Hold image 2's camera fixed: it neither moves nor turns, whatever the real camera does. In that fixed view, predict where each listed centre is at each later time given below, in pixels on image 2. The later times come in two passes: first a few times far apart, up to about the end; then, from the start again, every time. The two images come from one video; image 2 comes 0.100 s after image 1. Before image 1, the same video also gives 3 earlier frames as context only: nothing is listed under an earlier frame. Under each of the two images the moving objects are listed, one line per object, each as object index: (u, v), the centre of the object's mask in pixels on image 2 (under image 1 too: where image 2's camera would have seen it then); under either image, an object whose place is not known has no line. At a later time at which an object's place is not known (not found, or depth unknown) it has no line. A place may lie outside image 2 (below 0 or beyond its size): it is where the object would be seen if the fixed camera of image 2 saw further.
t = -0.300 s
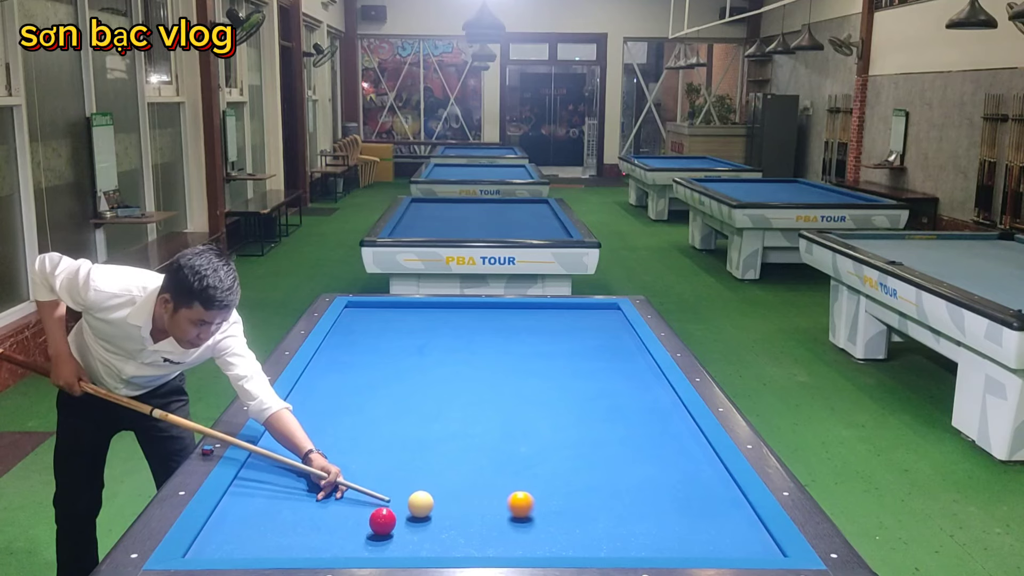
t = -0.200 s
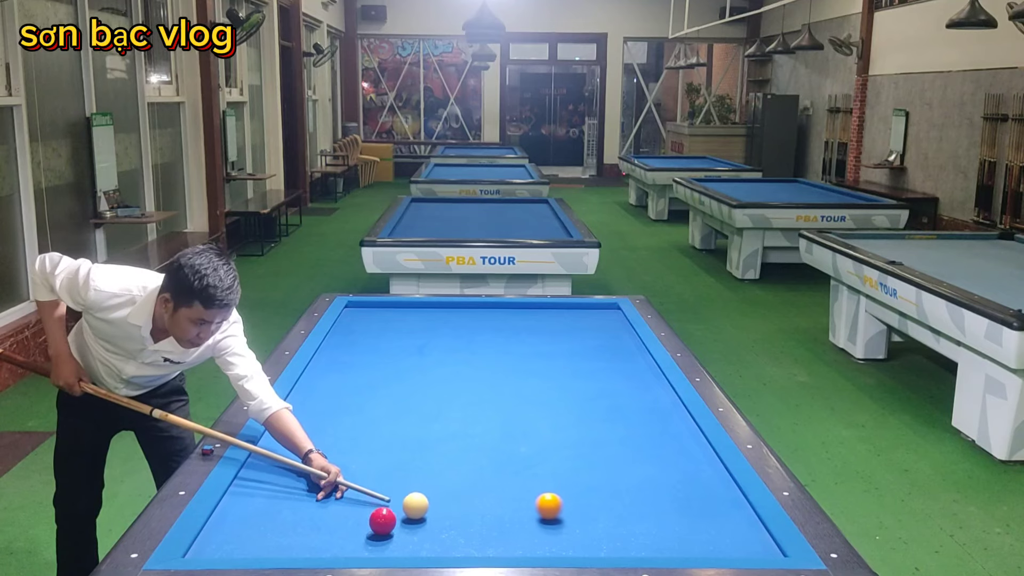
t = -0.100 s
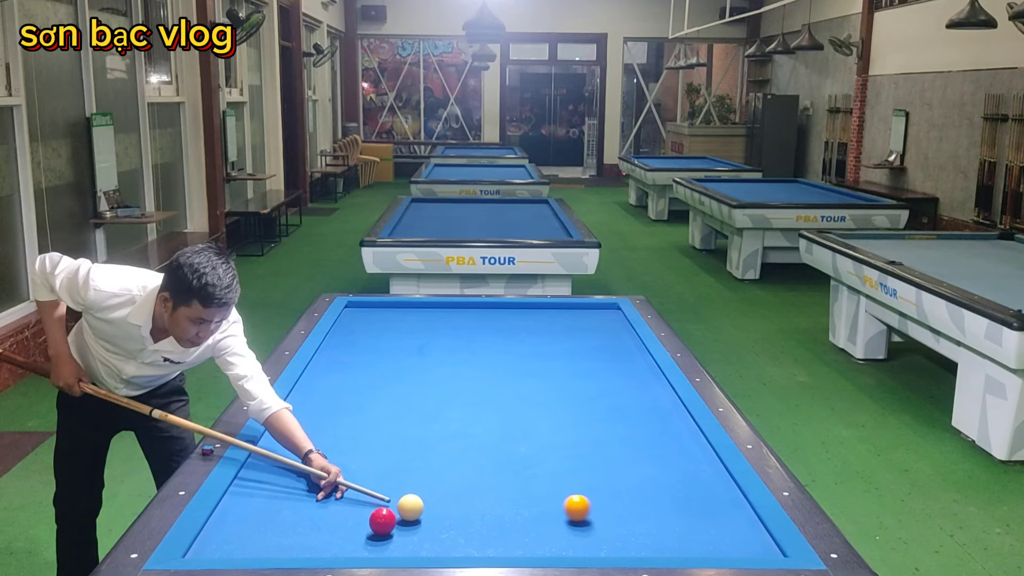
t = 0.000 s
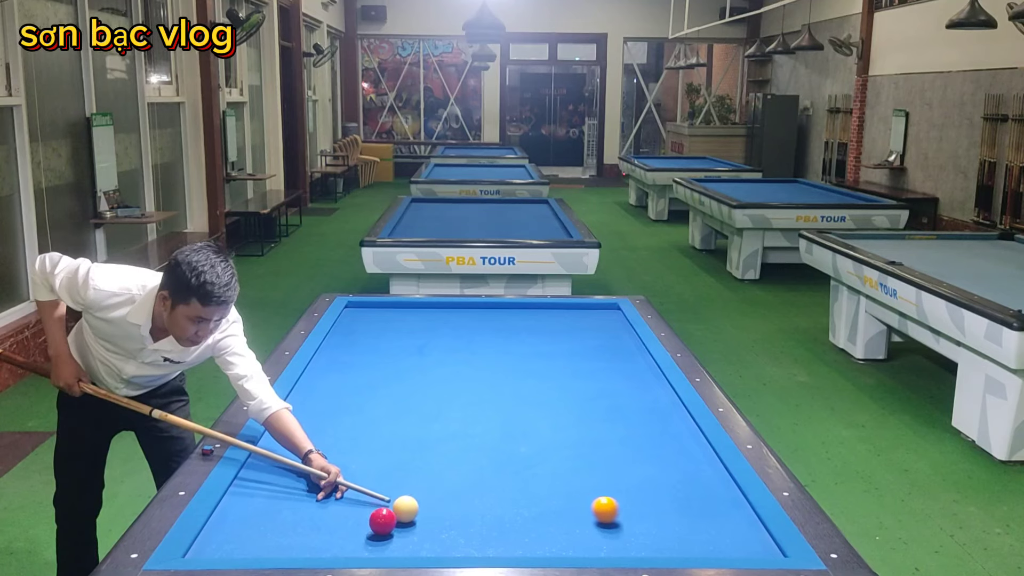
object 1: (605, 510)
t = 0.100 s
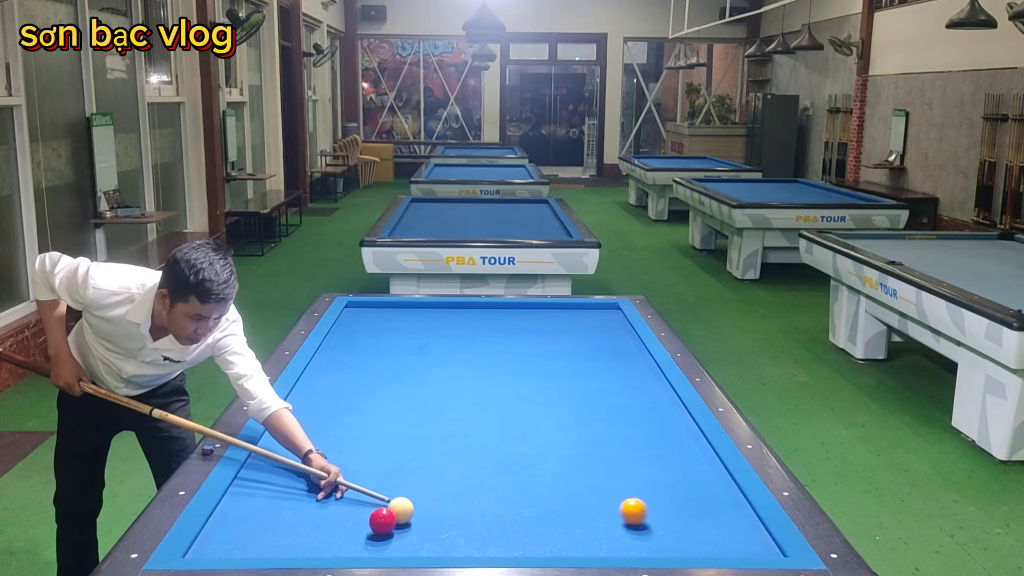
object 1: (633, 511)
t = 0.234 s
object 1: (671, 514)
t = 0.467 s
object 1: (736, 518)
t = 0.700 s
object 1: (715, 521)
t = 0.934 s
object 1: (678, 524)
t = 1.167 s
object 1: (642, 526)
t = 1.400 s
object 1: (606, 528)
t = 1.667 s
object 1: (566, 531)
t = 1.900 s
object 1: (532, 533)
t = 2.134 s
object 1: (498, 534)
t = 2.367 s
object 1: (465, 536)
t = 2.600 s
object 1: (432, 538)
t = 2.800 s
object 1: (405, 539)
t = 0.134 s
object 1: (643, 512)
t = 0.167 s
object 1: (652, 513)
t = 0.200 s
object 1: (661, 513)
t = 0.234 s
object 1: (671, 514)
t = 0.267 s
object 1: (680, 514)
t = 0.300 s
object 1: (689, 515)
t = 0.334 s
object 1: (699, 516)
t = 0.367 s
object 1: (708, 517)
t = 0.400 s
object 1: (717, 517)
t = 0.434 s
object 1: (727, 517)
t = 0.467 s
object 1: (736, 518)
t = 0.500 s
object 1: (746, 519)
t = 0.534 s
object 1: (744, 519)
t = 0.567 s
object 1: (737, 519)
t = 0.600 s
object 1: (731, 520)
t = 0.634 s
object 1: (725, 520)
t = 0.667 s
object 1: (720, 521)
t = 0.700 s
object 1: (715, 521)
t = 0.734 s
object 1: (710, 522)
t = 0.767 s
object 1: (704, 522)
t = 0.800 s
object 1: (699, 522)
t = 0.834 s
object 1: (694, 523)
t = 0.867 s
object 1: (689, 523)
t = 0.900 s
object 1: (684, 523)
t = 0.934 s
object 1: (678, 524)
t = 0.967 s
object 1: (673, 524)
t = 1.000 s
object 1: (668, 524)
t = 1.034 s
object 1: (663, 525)
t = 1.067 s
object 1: (657, 525)
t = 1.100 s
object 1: (653, 526)
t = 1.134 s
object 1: (647, 526)
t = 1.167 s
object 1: (642, 526)
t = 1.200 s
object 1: (637, 527)
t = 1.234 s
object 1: (632, 527)
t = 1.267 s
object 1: (627, 527)
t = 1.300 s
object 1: (622, 528)
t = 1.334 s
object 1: (616, 528)
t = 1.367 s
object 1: (611, 528)
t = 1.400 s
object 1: (606, 528)
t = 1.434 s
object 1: (601, 529)
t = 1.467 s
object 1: (596, 529)
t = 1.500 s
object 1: (591, 530)
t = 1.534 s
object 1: (586, 530)
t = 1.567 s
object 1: (581, 530)
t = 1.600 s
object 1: (576, 531)
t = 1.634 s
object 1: (571, 531)
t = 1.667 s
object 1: (566, 531)
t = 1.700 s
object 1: (561, 531)
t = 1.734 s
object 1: (556, 532)
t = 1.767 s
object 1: (551, 532)
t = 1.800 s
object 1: (546, 532)
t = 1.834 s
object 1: (541, 533)
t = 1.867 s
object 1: (537, 533)
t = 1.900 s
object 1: (532, 533)
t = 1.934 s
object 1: (527, 533)
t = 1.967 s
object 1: (522, 534)
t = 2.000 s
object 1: (517, 534)
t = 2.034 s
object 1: (512, 534)
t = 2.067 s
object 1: (507, 535)
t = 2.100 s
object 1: (502, 535)
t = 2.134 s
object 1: (498, 534)
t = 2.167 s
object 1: (493, 535)
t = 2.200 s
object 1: (488, 535)
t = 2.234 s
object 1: (483, 536)
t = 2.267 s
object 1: (479, 536)
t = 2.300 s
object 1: (474, 536)
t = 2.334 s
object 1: (469, 536)
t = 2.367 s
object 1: (465, 536)
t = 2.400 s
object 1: (460, 537)
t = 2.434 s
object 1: (455, 537)
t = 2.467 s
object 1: (451, 537)
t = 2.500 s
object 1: (446, 537)
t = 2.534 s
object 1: (441, 538)
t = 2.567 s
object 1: (437, 538)
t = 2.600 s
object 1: (432, 538)
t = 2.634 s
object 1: (427, 538)
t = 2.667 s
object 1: (423, 539)
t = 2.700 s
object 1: (418, 539)
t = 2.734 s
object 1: (414, 539)
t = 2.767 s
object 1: (409, 539)
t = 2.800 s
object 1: (405, 539)
